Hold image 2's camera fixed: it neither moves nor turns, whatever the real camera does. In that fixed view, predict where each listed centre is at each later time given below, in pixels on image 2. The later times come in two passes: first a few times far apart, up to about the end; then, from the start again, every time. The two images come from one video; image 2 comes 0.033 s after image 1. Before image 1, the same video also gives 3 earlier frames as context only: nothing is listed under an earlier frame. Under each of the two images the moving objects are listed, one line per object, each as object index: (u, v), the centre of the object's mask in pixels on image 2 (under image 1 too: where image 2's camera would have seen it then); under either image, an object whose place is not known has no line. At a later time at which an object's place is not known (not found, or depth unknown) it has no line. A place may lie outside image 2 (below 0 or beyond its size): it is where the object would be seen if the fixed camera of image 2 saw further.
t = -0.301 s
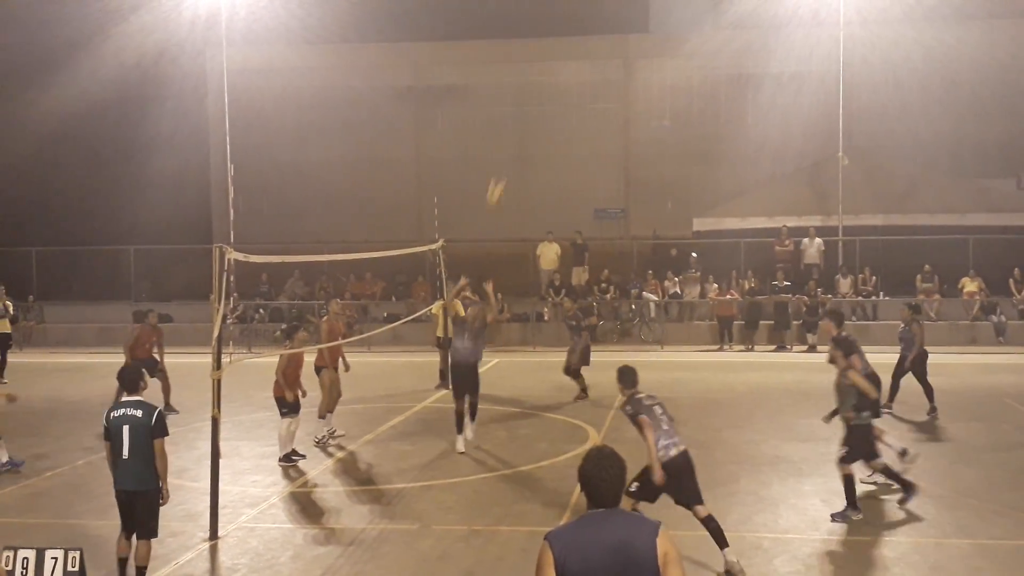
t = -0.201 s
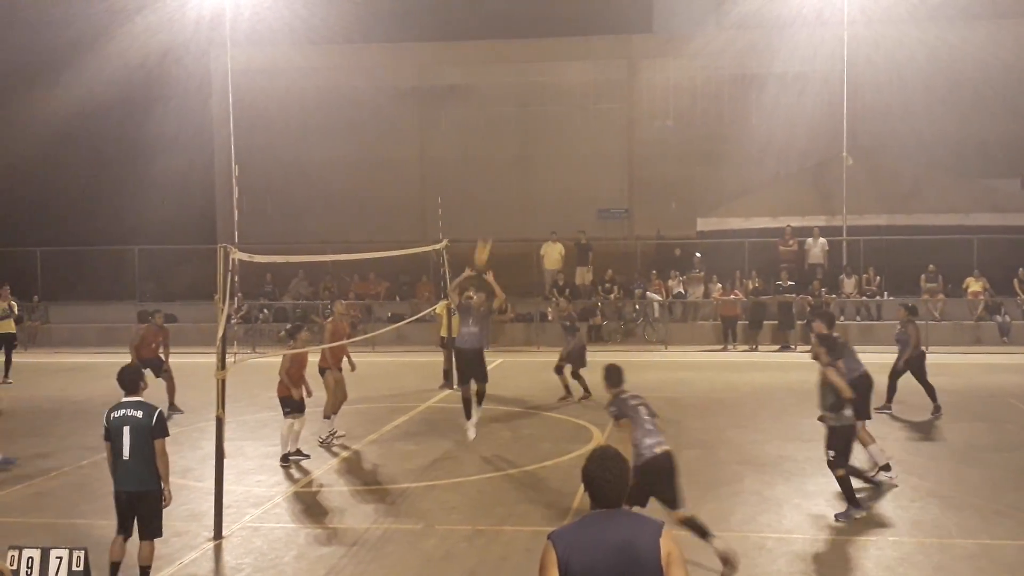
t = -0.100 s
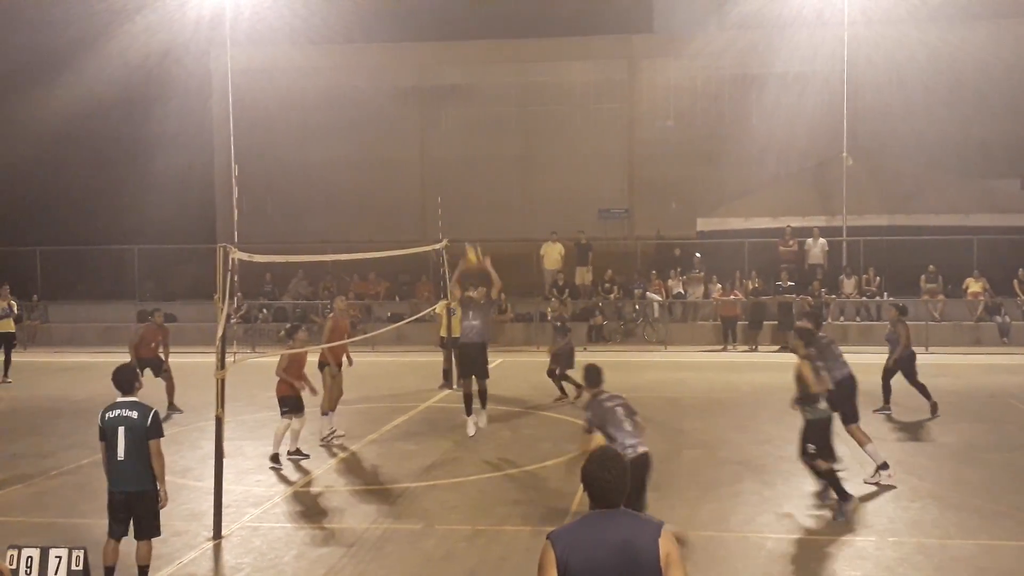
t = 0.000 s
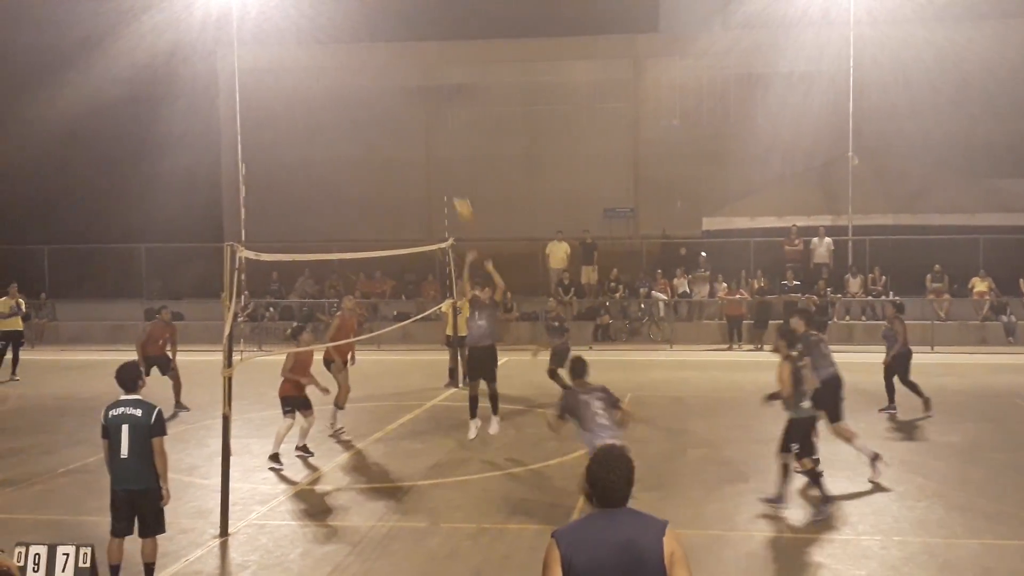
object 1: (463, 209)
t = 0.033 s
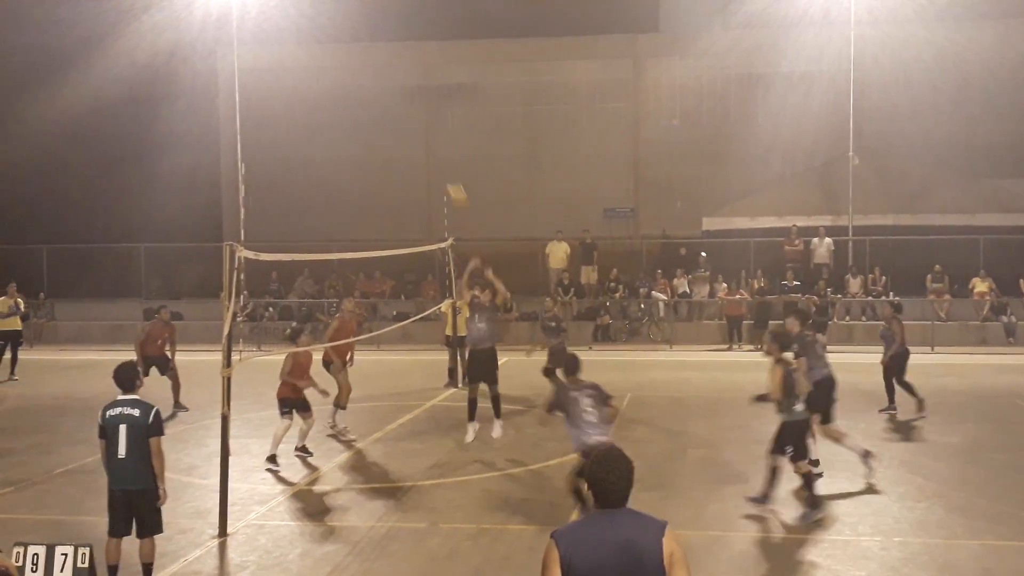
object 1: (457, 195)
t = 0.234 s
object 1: (419, 123)
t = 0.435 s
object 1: (377, 86)
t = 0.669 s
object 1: (325, 86)
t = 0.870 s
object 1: (281, 130)
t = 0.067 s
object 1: (451, 182)
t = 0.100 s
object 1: (444, 167)
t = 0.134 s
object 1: (438, 155)
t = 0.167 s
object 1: (432, 144)
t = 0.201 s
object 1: (426, 133)
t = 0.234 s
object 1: (419, 123)
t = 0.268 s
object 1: (411, 114)
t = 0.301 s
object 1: (404, 106)
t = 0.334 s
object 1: (397, 100)
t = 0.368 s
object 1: (391, 95)
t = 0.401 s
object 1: (384, 90)
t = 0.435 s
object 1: (377, 86)
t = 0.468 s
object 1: (370, 83)
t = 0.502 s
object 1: (363, 80)
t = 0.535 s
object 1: (356, 80)
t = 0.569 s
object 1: (348, 79)
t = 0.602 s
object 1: (341, 81)
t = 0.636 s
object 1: (333, 82)
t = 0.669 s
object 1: (325, 86)
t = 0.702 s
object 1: (318, 91)
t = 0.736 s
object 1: (311, 97)
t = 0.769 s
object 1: (303, 104)
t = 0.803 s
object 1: (295, 112)
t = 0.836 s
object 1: (289, 121)
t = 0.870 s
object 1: (281, 130)
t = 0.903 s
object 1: (273, 142)
